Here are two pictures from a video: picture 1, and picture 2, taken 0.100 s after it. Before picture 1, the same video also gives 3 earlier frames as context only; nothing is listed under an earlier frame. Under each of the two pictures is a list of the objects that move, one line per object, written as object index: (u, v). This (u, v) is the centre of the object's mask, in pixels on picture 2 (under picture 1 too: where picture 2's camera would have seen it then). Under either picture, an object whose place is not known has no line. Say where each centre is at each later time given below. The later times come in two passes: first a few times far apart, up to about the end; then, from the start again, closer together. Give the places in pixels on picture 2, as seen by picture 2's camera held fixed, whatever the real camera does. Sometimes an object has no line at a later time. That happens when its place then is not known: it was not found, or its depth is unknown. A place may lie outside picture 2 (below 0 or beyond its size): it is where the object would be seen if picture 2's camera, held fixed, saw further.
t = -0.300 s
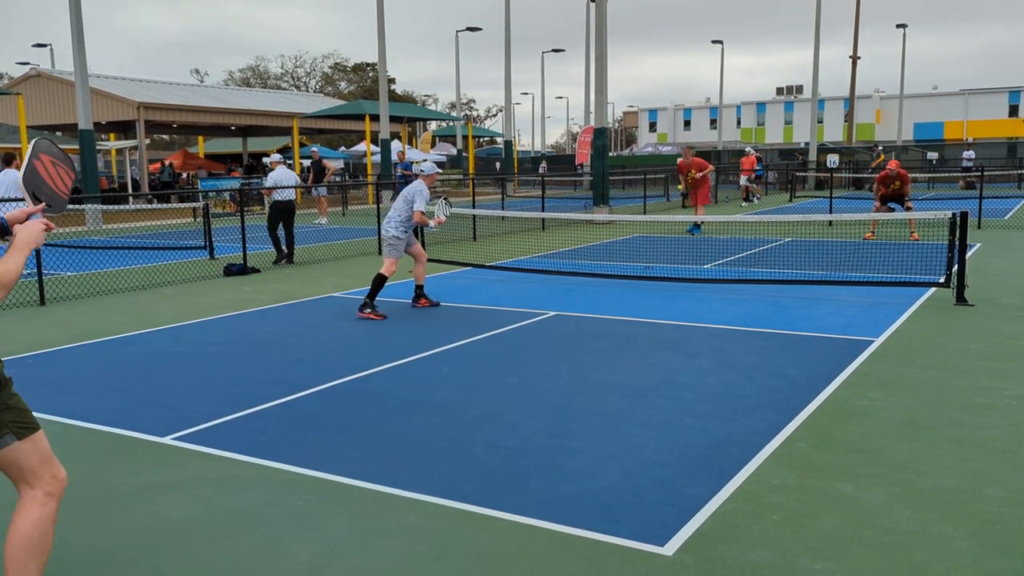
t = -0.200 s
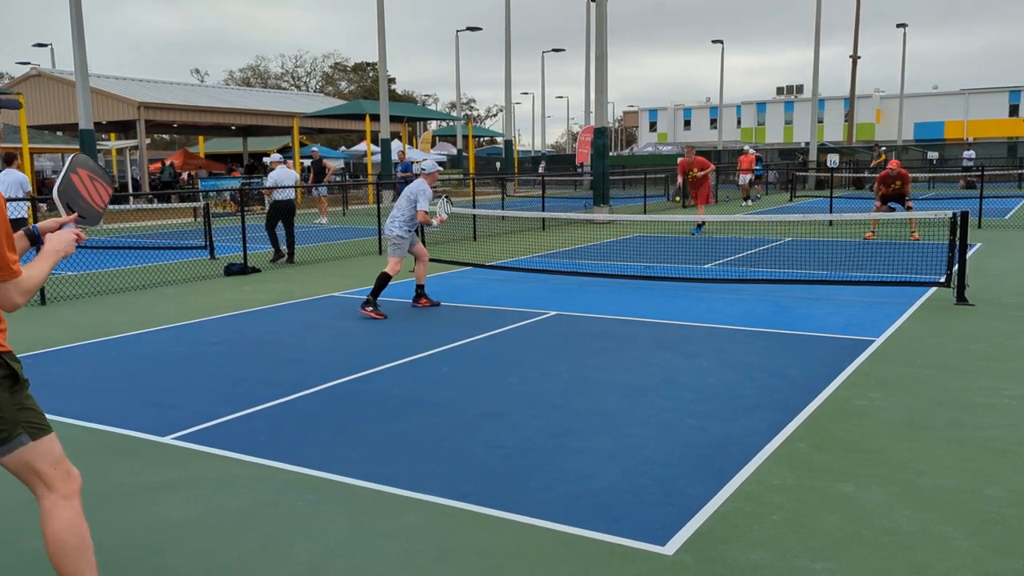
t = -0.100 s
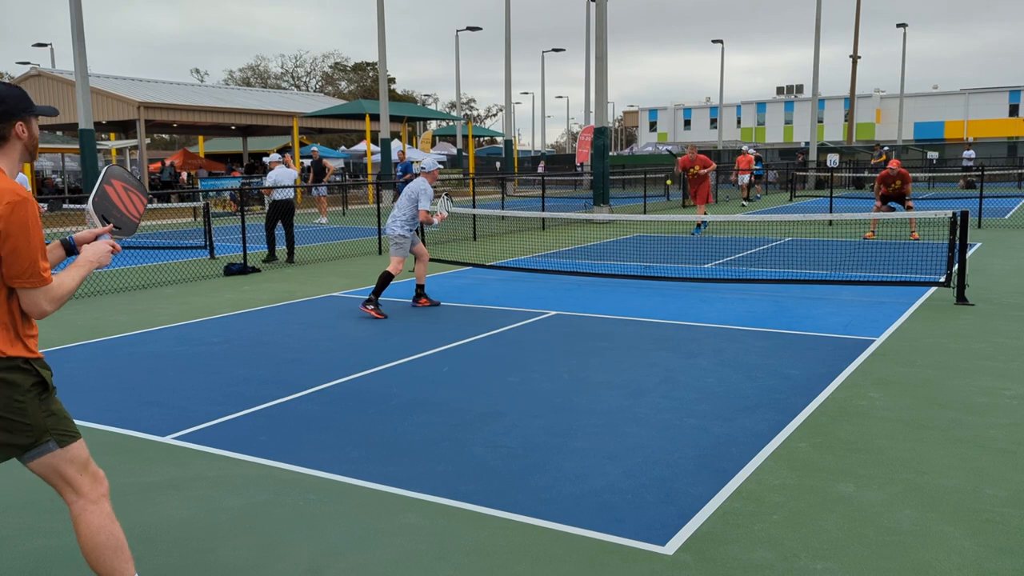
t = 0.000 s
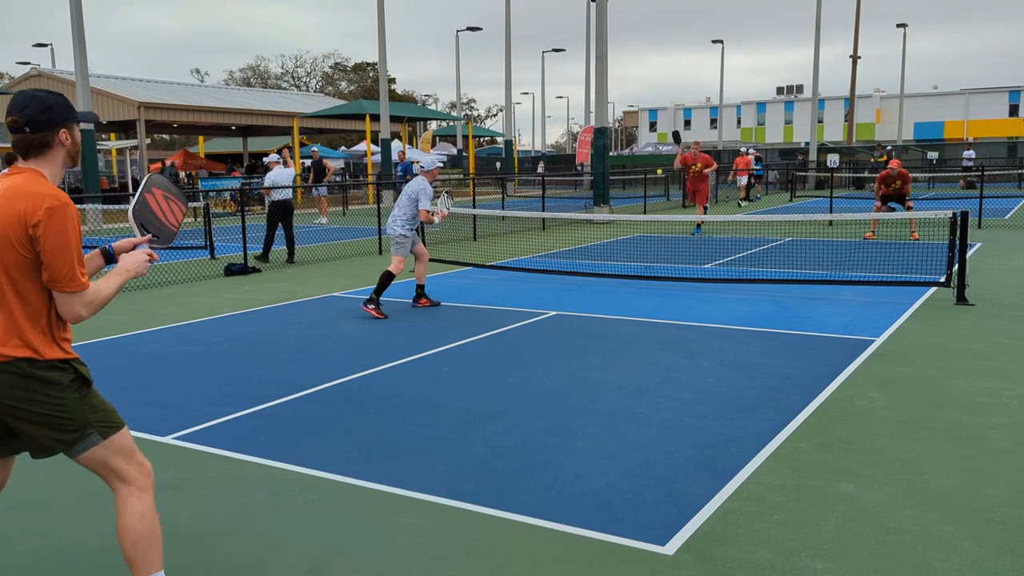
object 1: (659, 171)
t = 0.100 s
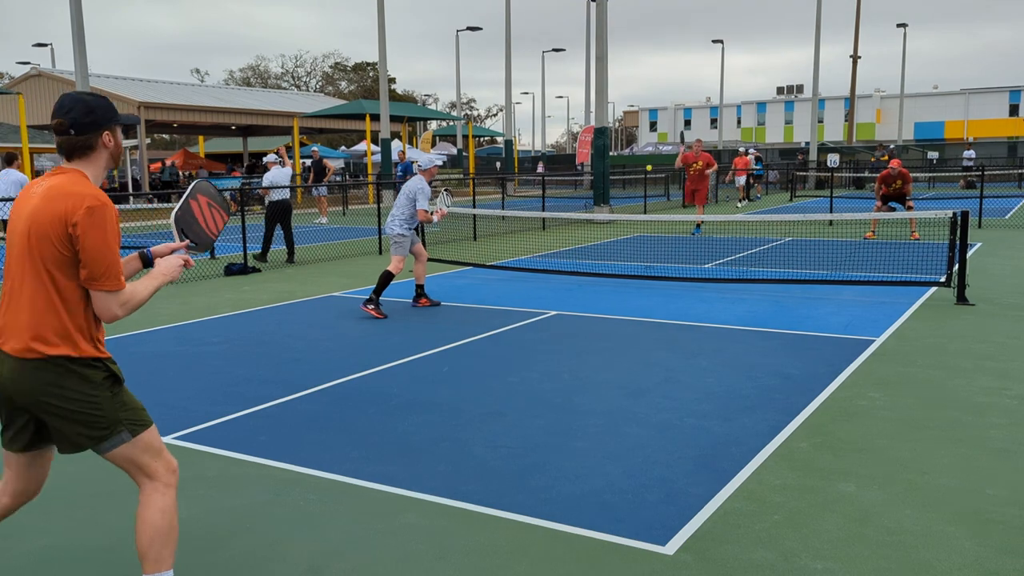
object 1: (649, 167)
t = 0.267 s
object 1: (628, 183)
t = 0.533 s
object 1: (582, 300)
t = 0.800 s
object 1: (530, 333)
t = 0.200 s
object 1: (637, 173)
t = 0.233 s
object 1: (633, 177)
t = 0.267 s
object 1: (628, 183)
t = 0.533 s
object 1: (582, 300)
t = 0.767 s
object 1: (537, 336)
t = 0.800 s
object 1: (530, 333)
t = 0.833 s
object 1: (523, 333)
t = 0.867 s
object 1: (515, 335)
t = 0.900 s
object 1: (506, 340)
